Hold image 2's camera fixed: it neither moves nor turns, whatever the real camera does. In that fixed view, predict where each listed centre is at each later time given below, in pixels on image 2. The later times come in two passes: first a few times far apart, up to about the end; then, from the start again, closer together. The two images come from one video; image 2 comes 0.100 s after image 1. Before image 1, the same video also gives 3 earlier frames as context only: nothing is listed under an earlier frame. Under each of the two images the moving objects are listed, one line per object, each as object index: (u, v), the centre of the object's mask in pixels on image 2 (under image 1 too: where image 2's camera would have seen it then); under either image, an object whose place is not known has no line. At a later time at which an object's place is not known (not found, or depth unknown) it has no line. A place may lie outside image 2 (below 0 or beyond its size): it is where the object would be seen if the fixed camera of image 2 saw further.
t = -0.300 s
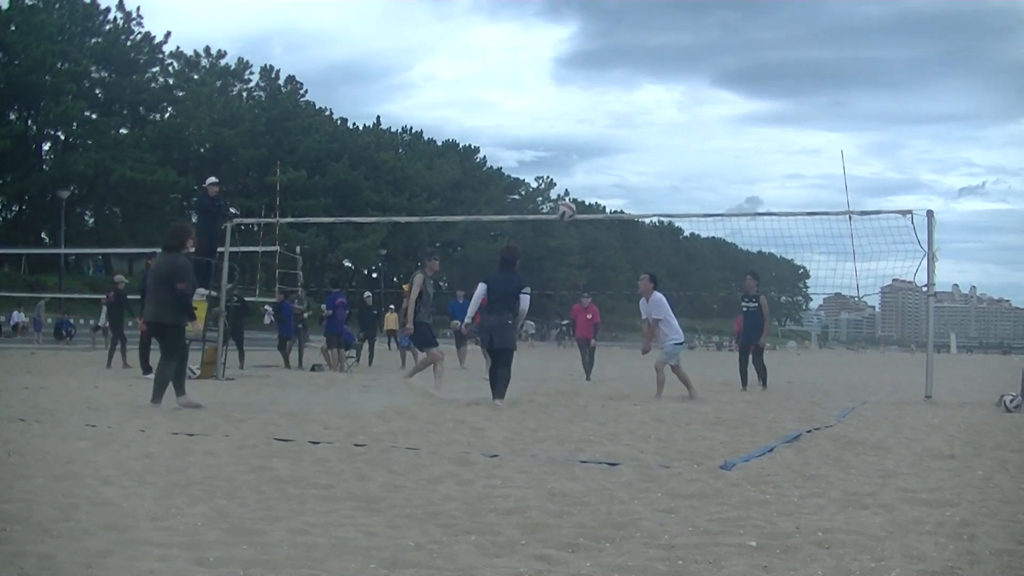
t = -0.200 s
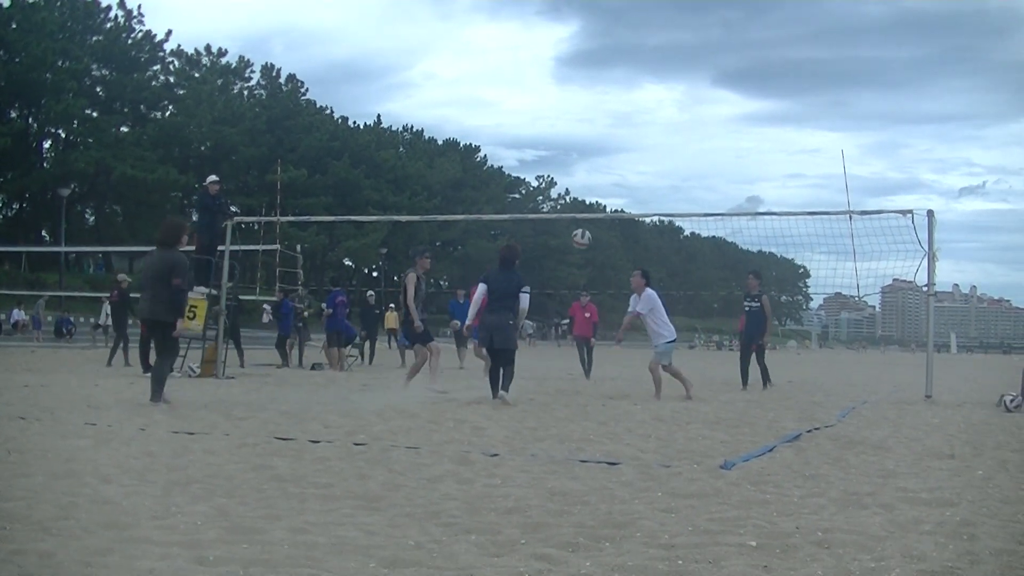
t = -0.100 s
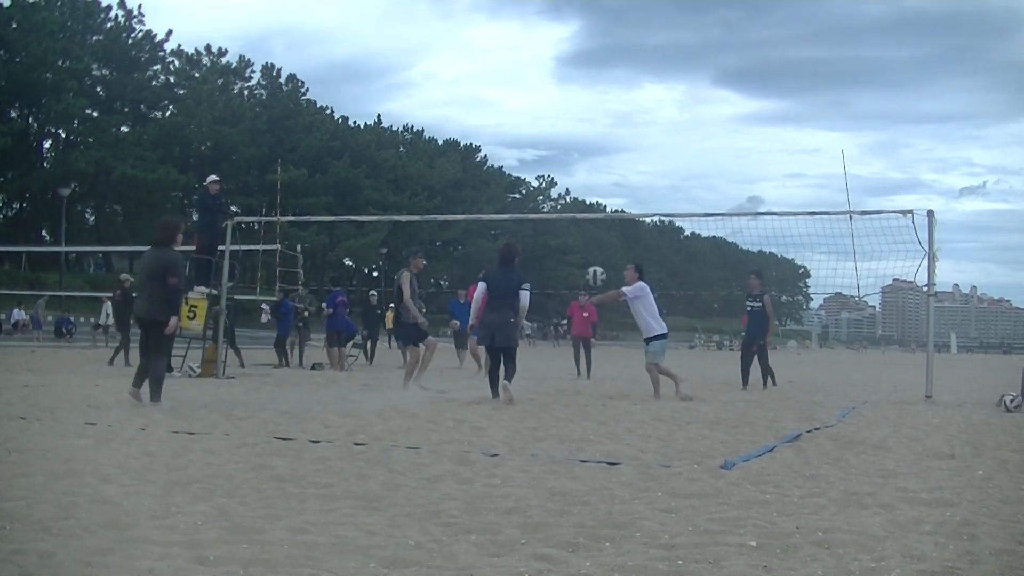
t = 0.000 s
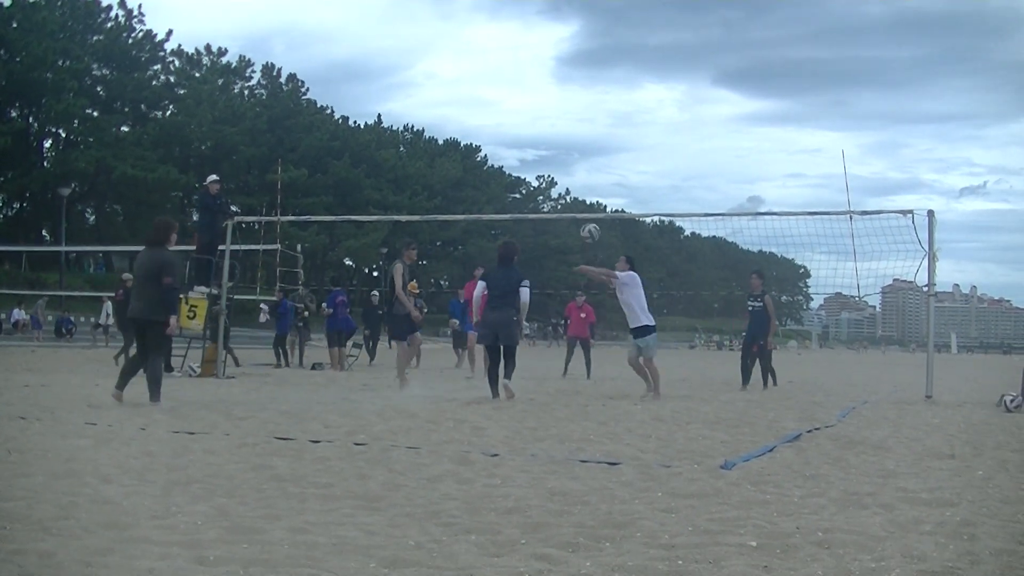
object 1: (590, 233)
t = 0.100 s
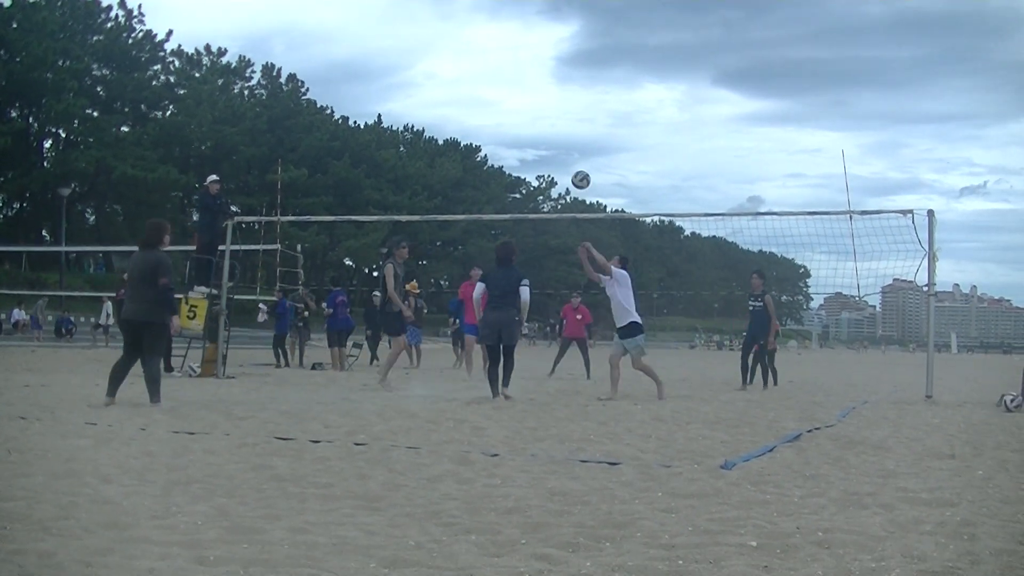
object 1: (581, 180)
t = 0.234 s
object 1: (569, 124)
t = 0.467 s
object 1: (550, 66)
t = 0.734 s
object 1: (530, 57)
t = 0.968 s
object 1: (513, 96)
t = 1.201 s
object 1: (498, 177)
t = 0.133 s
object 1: (578, 165)
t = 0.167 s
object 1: (575, 150)
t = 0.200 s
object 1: (572, 137)
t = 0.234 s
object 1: (569, 124)
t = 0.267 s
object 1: (567, 113)
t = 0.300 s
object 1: (564, 103)
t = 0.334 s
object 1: (561, 93)
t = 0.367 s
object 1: (558, 85)
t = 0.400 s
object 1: (555, 78)
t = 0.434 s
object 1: (552, 70)
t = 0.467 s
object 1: (550, 66)
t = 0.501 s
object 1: (547, 62)
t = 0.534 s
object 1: (545, 59)
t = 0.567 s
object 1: (542, 56)
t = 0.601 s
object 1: (540, 54)
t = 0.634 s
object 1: (537, 54)
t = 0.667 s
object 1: (535, 54)
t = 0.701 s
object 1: (533, 55)
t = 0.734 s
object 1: (530, 57)
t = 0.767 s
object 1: (528, 60)
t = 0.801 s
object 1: (525, 64)
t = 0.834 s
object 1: (523, 69)
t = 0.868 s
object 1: (520, 74)
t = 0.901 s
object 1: (517, 81)
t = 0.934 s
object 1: (515, 88)
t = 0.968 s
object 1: (513, 96)
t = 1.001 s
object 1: (510, 105)
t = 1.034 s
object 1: (508, 115)
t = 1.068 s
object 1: (506, 125)
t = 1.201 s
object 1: (498, 177)
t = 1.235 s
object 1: (495, 192)
